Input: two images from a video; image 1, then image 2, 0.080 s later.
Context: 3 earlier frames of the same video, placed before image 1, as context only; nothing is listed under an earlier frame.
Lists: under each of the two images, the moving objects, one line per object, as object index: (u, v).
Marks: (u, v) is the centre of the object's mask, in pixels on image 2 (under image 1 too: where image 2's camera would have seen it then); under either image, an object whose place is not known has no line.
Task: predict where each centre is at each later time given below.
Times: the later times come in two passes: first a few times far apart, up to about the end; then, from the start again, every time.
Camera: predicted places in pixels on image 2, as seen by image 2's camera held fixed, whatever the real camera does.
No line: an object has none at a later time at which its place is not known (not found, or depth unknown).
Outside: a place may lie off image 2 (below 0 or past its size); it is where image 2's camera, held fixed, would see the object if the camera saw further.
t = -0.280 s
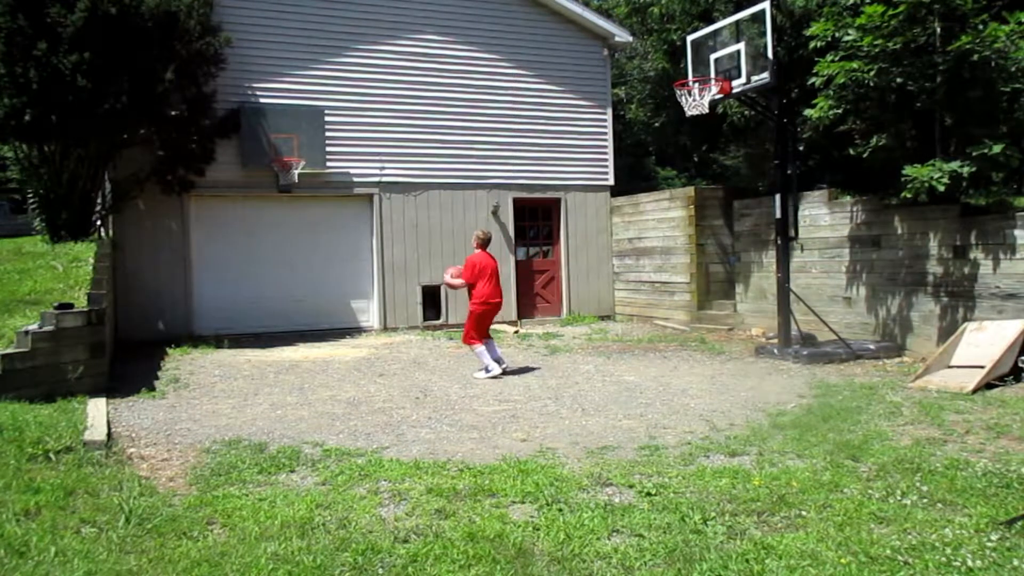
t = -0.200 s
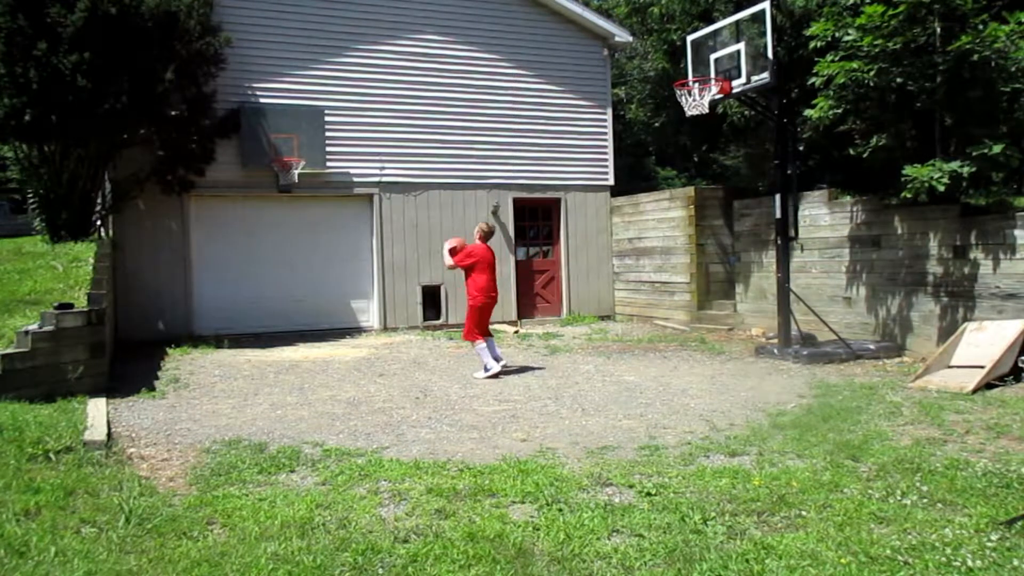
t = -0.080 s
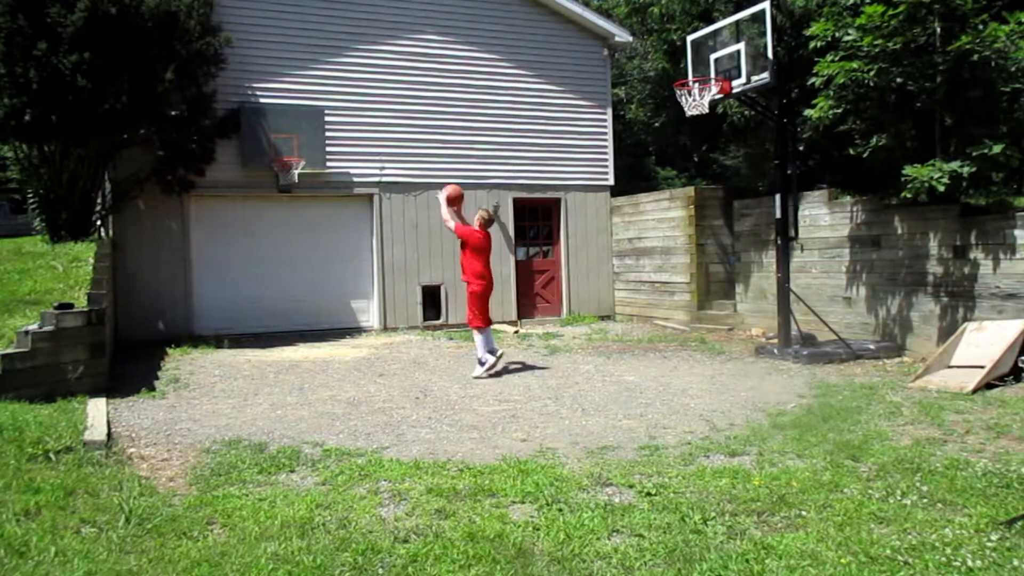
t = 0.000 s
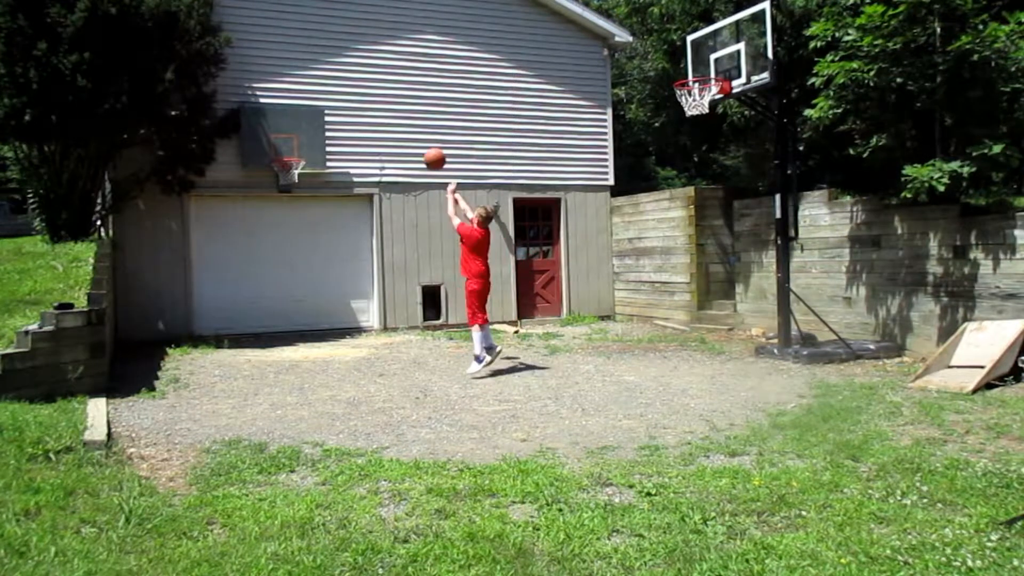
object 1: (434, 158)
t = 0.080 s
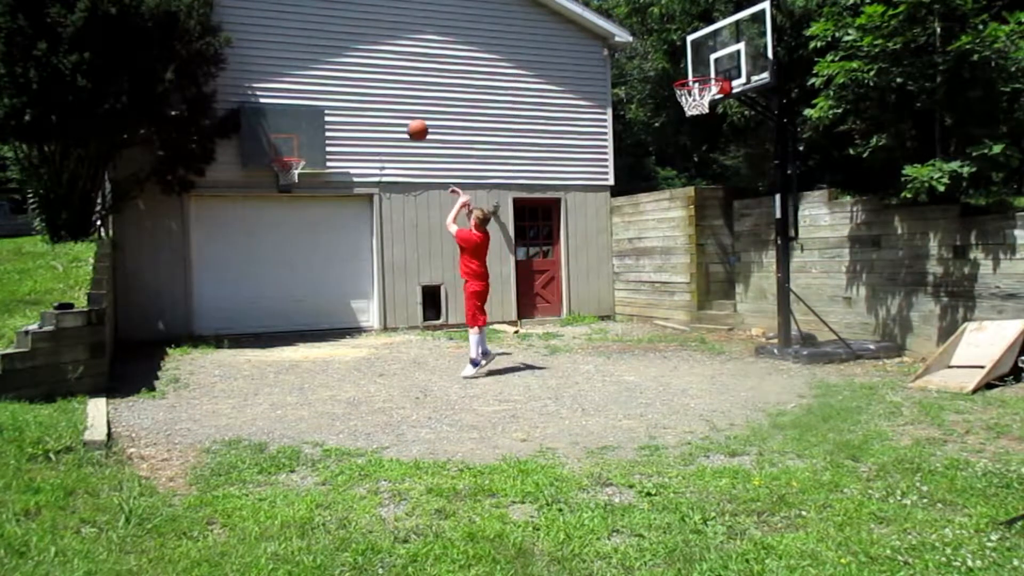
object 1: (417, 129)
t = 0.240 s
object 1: (385, 92)
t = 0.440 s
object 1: (352, 80)
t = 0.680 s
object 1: (319, 105)
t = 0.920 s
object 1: (298, 154)
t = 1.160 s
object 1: (323, 167)
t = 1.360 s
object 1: (348, 215)
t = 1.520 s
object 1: (371, 281)
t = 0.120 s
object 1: (409, 118)
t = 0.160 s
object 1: (401, 107)
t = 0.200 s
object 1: (393, 100)
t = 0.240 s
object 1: (385, 92)
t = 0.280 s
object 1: (378, 86)
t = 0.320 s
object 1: (372, 83)
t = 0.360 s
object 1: (365, 82)
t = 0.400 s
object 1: (358, 80)
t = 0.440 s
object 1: (352, 80)
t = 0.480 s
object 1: (346, 81)
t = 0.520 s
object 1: (341, 84)
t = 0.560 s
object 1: (334, 88)
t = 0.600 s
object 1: (329, 92)
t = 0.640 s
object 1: (324, 98)
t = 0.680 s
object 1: (319, 105)
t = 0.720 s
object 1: (314, 113)
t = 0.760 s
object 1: (309, 122)
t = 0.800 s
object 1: (304, 131)
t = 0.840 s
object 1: (300, 142)
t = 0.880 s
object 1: (296, 153)
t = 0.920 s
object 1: (298, 154)
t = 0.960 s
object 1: (302, 154)
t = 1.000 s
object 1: (306, 154)
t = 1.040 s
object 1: (310, 155)
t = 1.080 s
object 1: (314, 158)
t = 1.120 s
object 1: (318, 162)
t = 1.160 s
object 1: (323, 167)
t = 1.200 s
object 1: (328, 173)
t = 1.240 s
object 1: (332, 182)
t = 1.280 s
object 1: (337, 191)
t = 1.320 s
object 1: (342, 202)
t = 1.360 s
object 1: (348, 215)
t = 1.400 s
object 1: (353, 229)
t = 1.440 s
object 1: (359, 244)
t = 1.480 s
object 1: (365, 262)
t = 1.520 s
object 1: (371, 281)
